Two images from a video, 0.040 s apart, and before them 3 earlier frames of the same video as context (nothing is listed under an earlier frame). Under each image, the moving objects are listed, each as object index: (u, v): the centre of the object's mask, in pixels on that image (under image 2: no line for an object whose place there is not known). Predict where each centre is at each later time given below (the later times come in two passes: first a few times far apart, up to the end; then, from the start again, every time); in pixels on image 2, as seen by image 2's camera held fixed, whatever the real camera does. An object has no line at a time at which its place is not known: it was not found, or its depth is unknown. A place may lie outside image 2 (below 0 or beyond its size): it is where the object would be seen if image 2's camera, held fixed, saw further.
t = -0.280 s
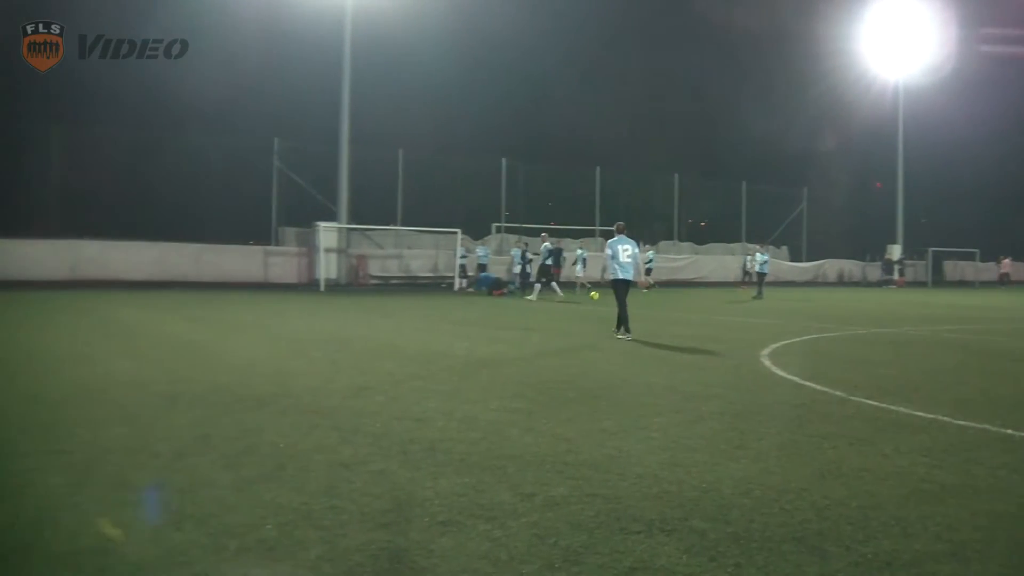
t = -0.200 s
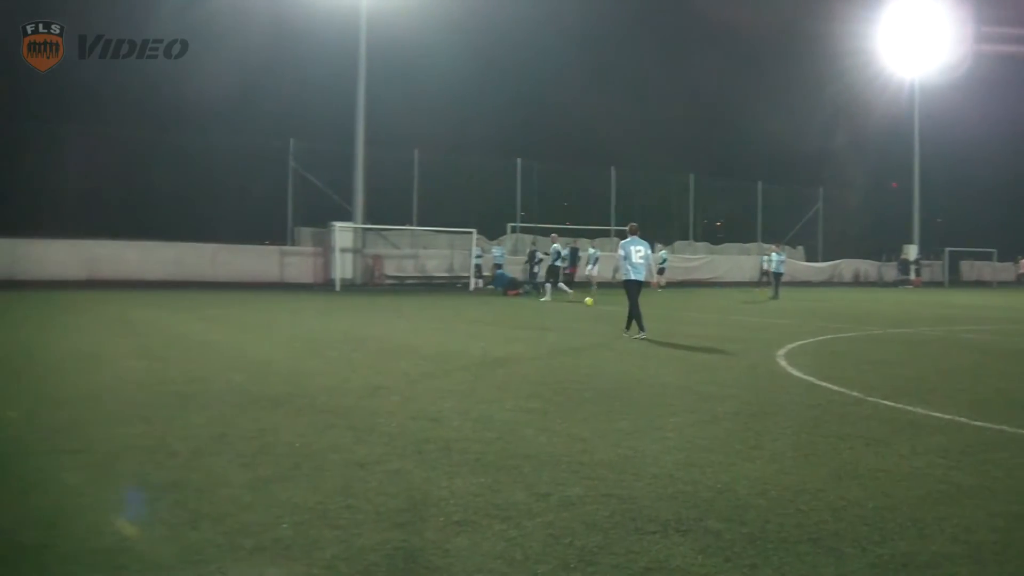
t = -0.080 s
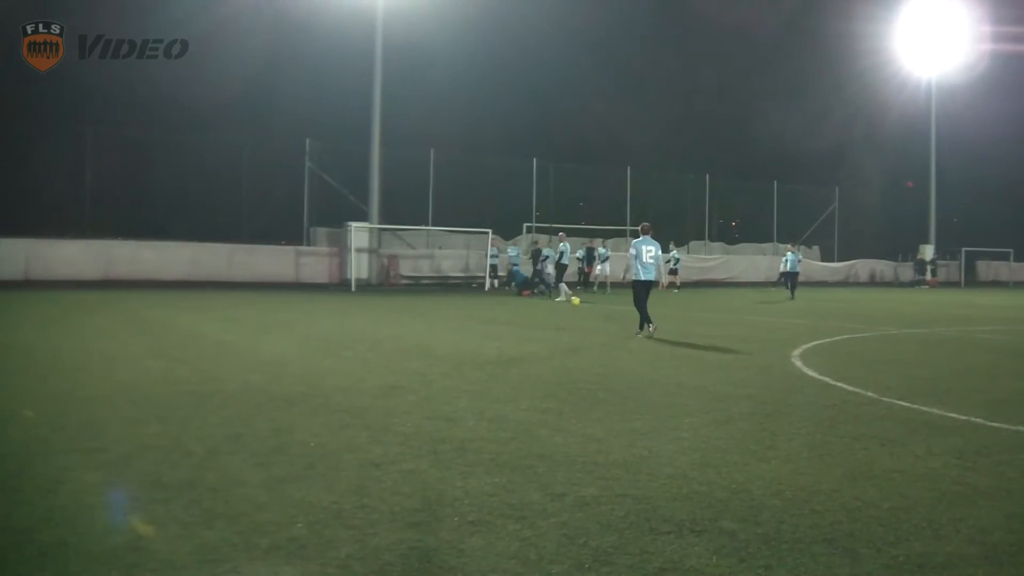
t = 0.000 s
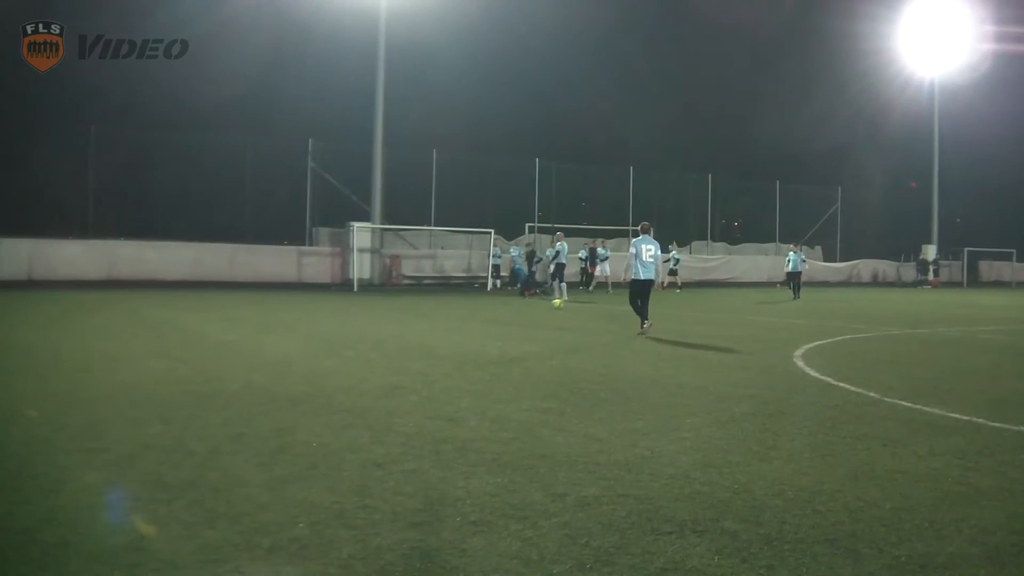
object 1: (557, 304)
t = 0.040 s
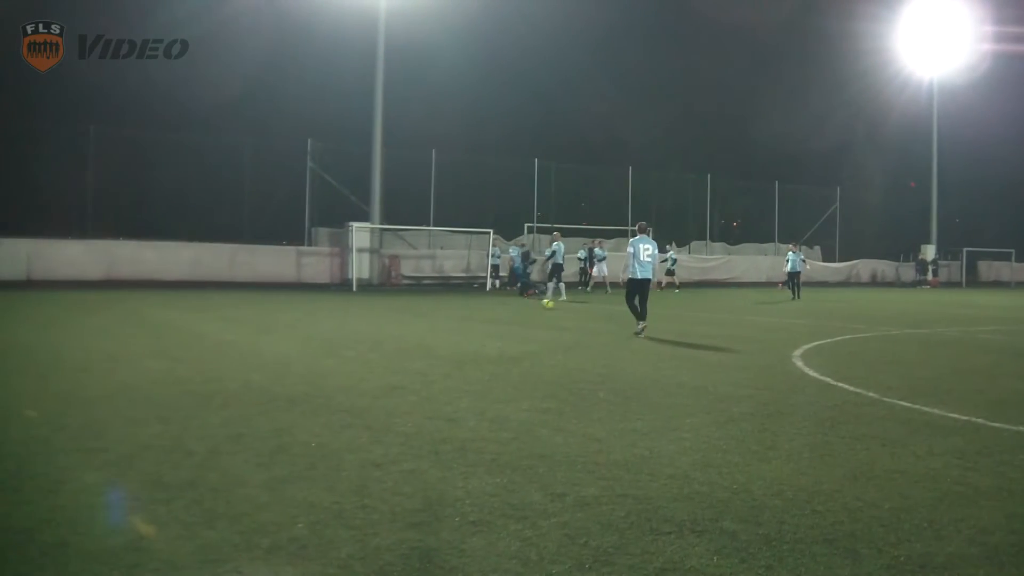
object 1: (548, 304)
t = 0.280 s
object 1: (494, 306)
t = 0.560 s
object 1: (435, 310)
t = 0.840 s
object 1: (373, 311)
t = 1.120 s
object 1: (305, 318)
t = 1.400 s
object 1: (232, 324)
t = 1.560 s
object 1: (186, 327)
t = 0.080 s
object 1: (539, 303)
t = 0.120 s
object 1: (530, 303)
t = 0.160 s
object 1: (521, 304)
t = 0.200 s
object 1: (511, 306)
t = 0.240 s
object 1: (502, 307)
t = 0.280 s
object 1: (494, 306)
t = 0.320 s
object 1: (486, 306)
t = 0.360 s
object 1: (477, 307)
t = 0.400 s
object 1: (469, 308)
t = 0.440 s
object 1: (461, 309)
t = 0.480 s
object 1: (453, 308)
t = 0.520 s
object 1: (444, 307)
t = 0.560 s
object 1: (435, 310)
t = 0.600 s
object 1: (427, 310)
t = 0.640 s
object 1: (419, 312)
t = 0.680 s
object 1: (410, 311)
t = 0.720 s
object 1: (400, 311)
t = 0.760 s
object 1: (392, 309)
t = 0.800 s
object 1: (383, 310)
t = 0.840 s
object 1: (373, 311)
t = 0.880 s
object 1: (364, 313)
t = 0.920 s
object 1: (354, 316)
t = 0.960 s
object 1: (344, 314)
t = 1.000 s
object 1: (335, 314)
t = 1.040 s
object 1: (325, 314)
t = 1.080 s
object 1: (315, 317)
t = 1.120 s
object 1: (305, 318)
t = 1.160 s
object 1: (295, 319)
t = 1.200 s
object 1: (285, 319)
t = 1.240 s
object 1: (274, 320)
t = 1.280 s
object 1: (264, 321)
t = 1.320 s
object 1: (253, 321)
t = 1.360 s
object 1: (243, 323)
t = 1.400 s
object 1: (232, 324)
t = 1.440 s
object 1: (220, 324)
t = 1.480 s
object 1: (209, 325)
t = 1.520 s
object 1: (197, 326)
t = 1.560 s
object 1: (186, 327)
